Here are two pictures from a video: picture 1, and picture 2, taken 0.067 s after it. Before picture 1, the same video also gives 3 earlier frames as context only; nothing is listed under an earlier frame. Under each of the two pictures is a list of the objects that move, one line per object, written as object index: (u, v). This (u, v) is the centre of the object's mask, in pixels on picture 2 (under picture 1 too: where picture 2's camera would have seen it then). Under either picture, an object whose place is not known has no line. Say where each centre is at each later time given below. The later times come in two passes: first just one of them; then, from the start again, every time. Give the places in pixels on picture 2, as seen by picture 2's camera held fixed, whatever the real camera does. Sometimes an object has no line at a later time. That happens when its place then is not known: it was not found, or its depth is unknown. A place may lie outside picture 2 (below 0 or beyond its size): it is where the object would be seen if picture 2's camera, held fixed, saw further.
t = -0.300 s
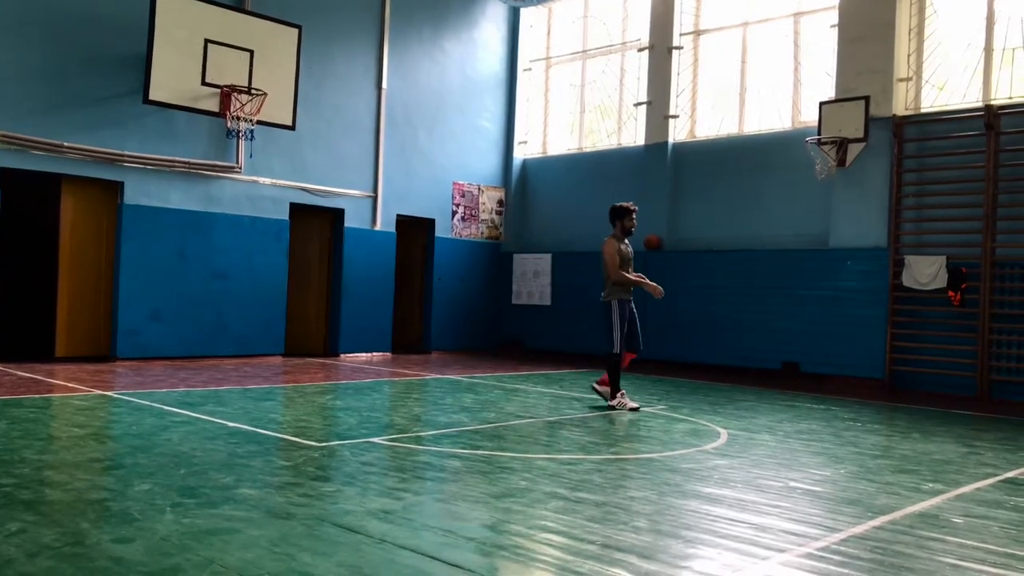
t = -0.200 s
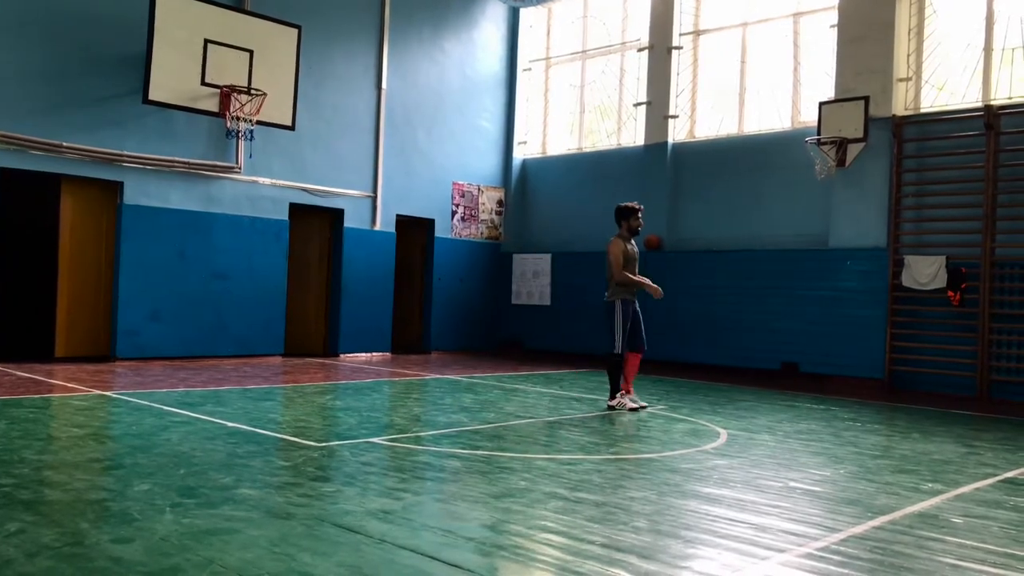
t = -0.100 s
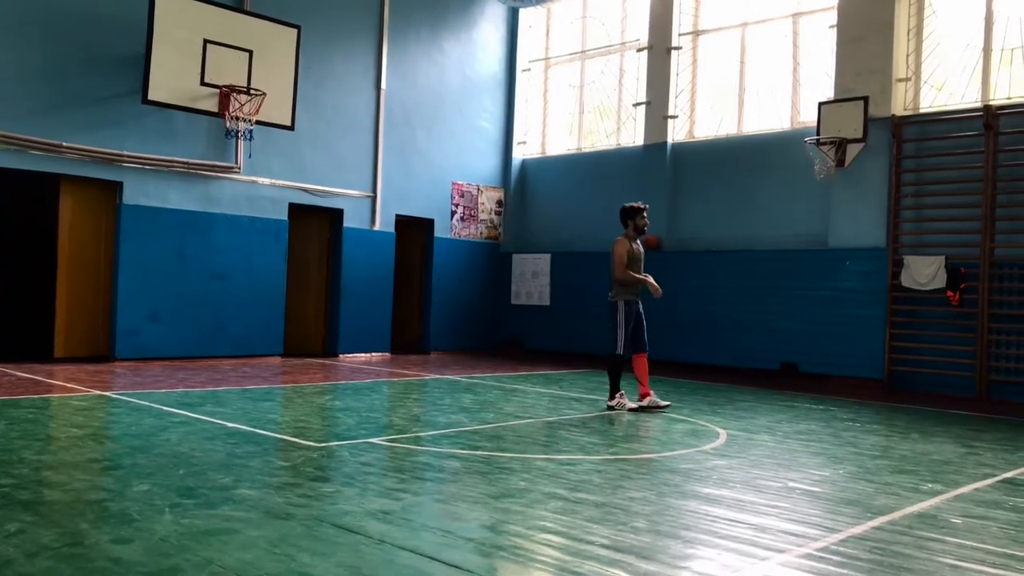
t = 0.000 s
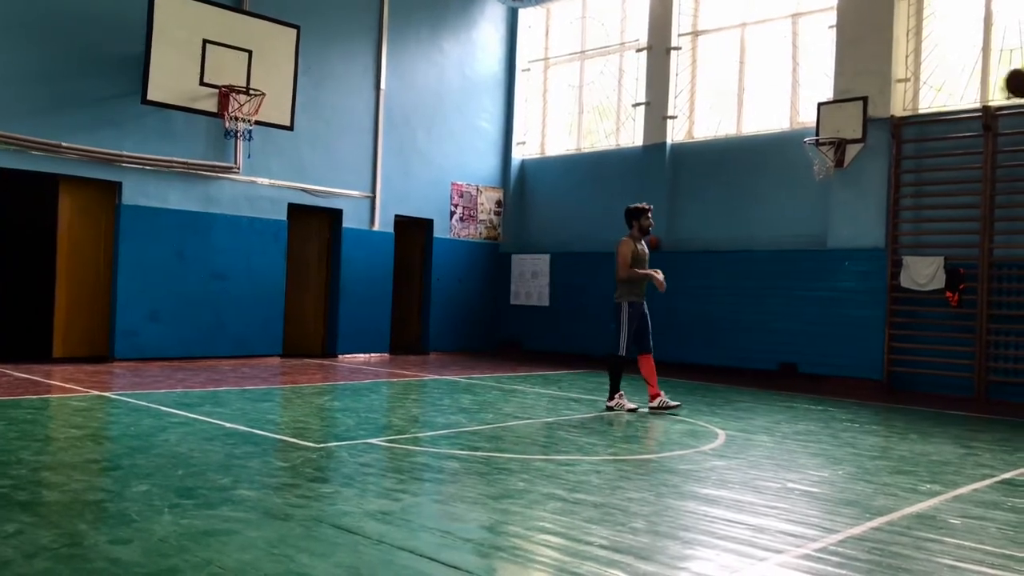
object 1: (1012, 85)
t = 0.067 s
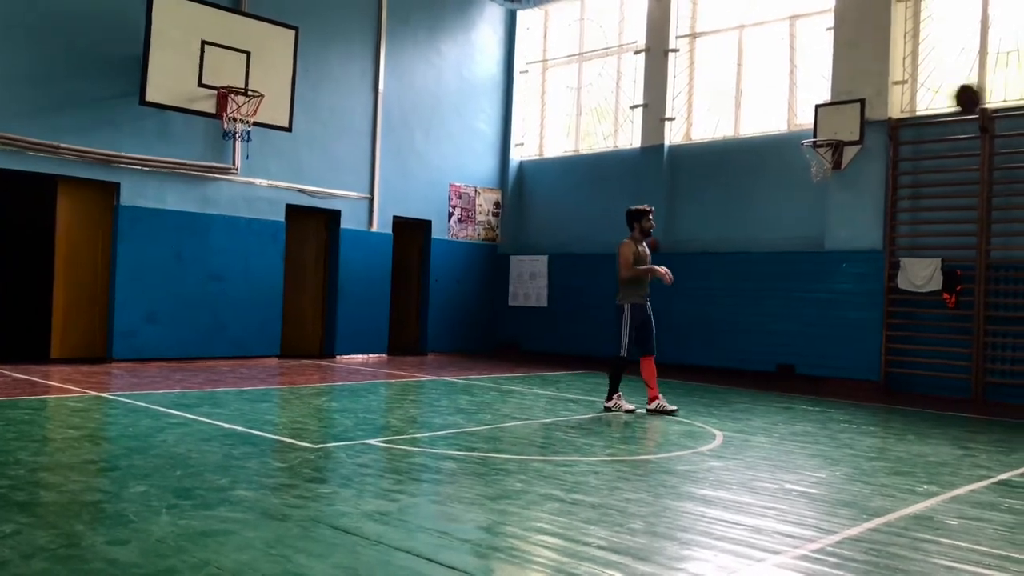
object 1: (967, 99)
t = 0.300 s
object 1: (812, 178)
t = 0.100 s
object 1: (943, 106)
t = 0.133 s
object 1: (922, 116)
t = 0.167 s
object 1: (899, 127)
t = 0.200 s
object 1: (877, 136)
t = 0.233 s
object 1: (854, 149)
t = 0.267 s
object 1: (832, 164)
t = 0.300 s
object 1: (812, 178)
